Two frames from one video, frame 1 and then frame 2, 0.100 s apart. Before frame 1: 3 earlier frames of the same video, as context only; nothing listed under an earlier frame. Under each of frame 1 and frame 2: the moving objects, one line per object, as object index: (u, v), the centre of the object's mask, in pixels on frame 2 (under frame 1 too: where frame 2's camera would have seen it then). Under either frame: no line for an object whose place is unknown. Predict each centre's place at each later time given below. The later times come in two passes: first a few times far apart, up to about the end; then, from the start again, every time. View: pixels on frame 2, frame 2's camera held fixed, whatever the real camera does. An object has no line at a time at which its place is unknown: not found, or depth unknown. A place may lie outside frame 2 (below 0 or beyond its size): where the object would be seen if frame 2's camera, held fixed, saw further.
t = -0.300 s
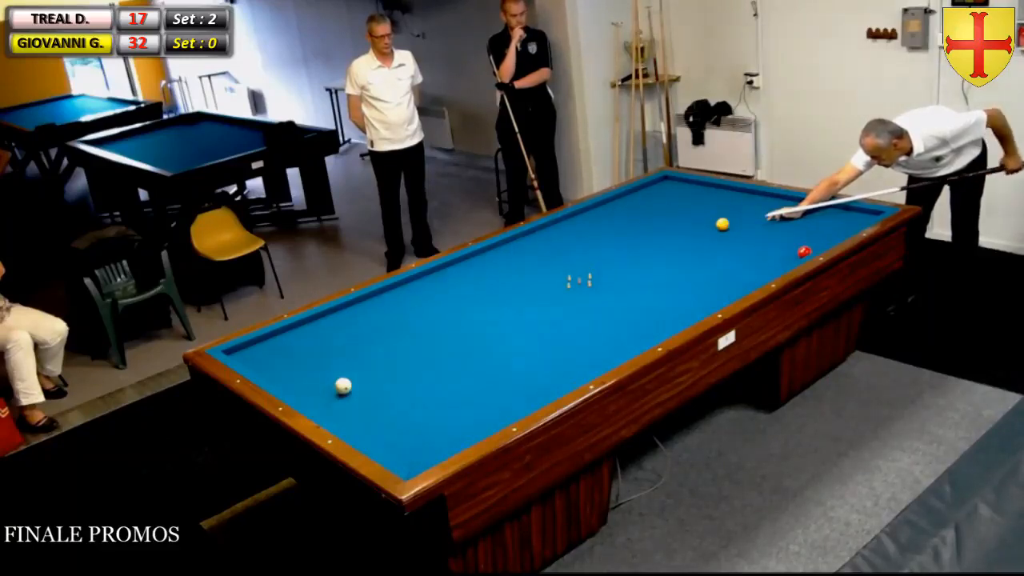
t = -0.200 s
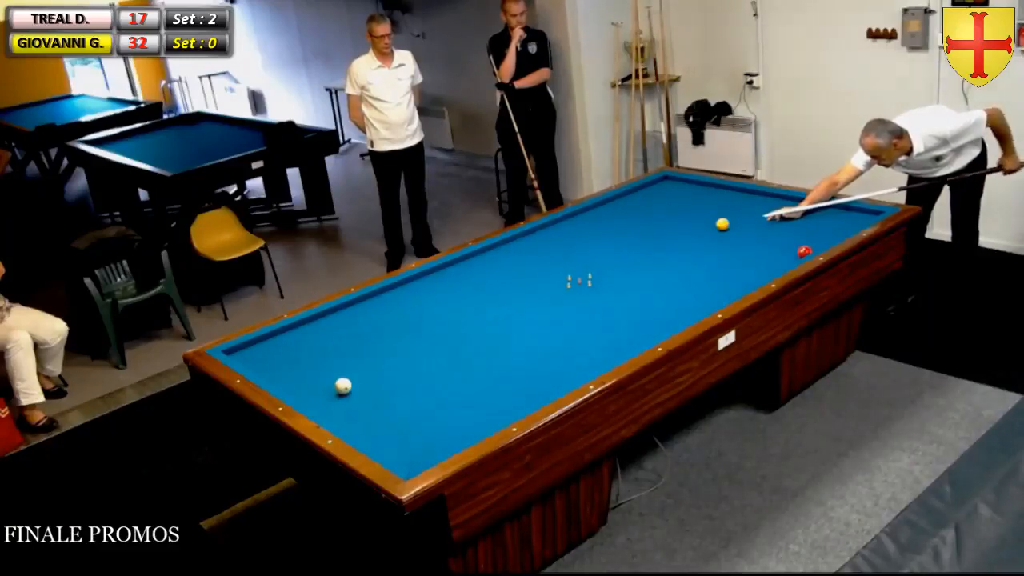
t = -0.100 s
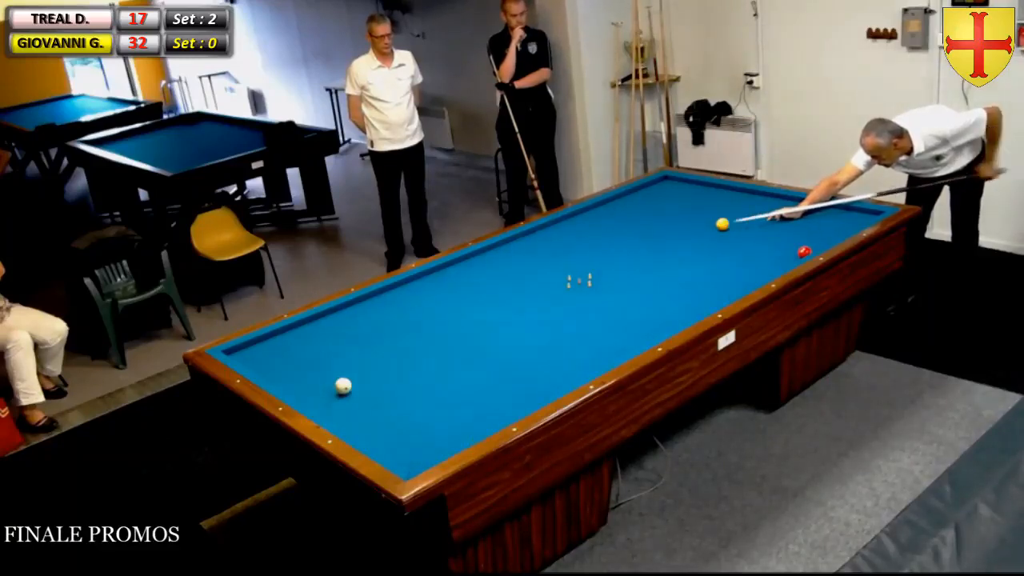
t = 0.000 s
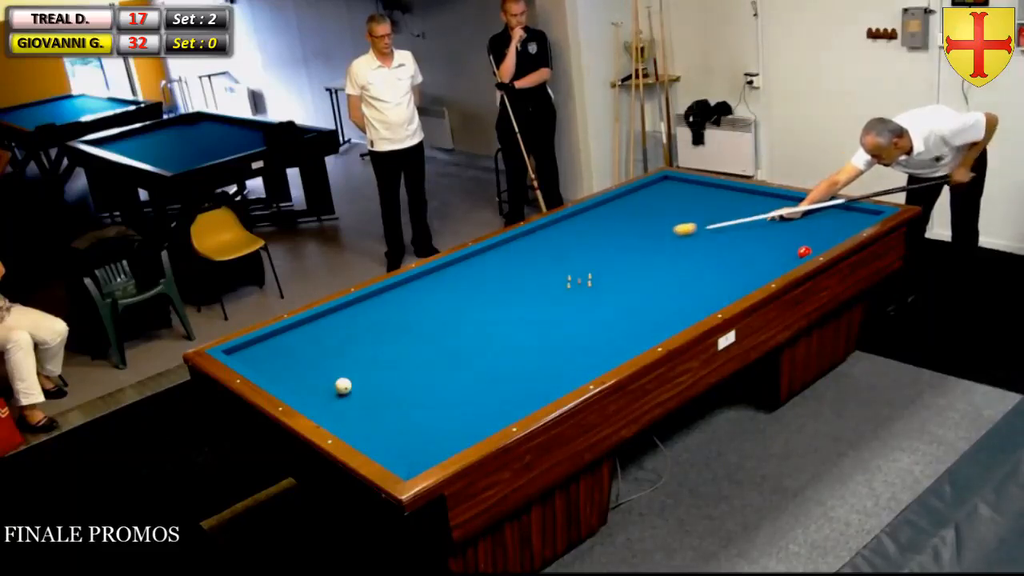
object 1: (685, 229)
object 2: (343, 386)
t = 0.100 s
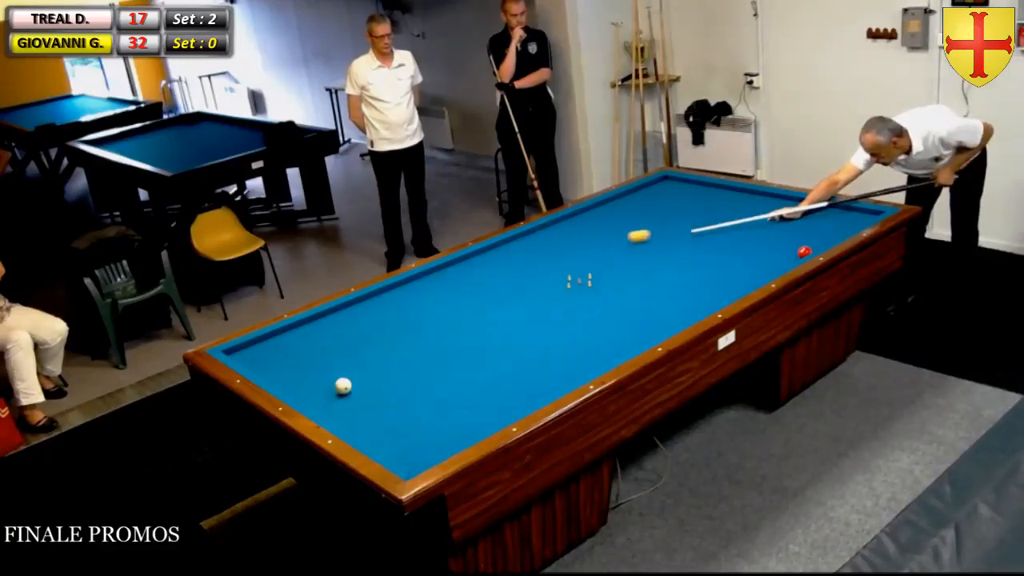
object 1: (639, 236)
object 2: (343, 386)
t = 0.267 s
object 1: (568, 246)
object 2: (343, 386)
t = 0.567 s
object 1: (445, 265)
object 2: (343, 386)
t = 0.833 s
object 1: (400, 303)
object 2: (343, 386)
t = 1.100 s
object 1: (345, 344)
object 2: (343, 386)
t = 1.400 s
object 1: (311, 384)
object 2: (343, 386)
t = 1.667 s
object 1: (369, 365)
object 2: (370, 396)
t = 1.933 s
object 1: (410, 349)
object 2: (398, 407)
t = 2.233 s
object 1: (454, 332)
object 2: (432, 419)
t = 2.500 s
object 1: (490, 317)
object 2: (463, 431)
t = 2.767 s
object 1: (524, 303)
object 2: (460, 425)
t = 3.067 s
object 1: (559, 289)
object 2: (447, 415)
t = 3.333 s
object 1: (589, 276)
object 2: (437, 406)
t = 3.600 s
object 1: (616, 265)
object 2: (427, 398)
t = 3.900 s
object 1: (646, 254)
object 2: (417, 390)
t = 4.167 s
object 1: (670, 244)
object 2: (409, 383)
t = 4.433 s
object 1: (693, 234)
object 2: (401, 377)
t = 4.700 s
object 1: (714, 226)
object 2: (394, 371)
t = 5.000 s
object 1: (737, 216)
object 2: (387, 364)
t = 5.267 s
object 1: (756, 209)
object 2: (382, 359)
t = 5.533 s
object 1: (774, 202)
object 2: (377, 354)
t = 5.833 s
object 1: (779, 199)
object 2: (372, 349)
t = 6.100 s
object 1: (766, 202)
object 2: (367, 345)
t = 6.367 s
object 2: (364, 341)
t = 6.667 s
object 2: (360, 337)
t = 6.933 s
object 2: (358, 334)
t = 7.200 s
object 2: (355, 331)
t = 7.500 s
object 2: (353, 328)
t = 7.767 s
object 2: (351, 325)
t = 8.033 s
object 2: (349, 323)
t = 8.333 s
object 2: (348, 321)
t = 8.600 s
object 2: (346, 319)
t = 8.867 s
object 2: (345, 318)
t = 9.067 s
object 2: (344, 317)
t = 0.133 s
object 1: (624, 238)
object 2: (343, 386)
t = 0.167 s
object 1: (610, 240)
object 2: (343, 386)
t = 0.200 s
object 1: (596, 242)
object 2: (343, 386)
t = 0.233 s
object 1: (582, 244)
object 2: (343, 386)
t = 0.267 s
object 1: (568, 246)
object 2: (343, 386)
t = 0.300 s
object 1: (554, 248)
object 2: (343, 386)
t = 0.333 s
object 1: (540, 251)
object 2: (343, 386)
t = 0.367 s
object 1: (526, 253)
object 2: (343, 386)
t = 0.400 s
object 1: (512, 255)
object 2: (343, 386)
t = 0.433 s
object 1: (498, 257)
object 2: (343, 386)
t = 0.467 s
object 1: (484, 259)
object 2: (343, 386)
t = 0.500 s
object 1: (470, 261)
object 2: (343, 386)
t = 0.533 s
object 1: (456, 263)
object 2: (343, 386)
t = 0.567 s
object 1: (445, 265)
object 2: (343, 386)
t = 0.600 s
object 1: (439, 270)
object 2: (343, 386)
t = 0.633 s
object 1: (435, 275)
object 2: (343, 386)
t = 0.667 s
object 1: (430, 279)
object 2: (343, 386)
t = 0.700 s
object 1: (425, 284)
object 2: (343, 386)
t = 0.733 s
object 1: (419, 289)
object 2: (343, 386)
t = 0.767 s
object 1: (413, 293)
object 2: (343, 386)
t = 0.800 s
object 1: (407, 298)
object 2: (343, 386)
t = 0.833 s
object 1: (400, 303)
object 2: (343, 386)
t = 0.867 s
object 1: (394, 308)
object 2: (343, 386)
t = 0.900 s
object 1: (387, 313)
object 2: (343, 386)
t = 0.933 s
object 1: (381, 318)
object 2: (343, 386)
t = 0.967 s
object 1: (374, 323)
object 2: (343, 386)
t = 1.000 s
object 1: (367, 328)
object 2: (343, 386)
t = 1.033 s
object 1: (360, 333)
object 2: (343, 386)
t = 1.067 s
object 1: (352, 339)
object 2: (343, 386)
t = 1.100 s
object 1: (345, 344)
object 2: (343, 386)
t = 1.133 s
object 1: (338, 350)
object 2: (343, 386)
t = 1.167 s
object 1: (330, 356)
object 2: (343, 386)
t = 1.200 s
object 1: (322, 362)
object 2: (343, 386)
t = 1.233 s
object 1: (314, 368)
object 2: (343, 386)
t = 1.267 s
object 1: (306, 374)
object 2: (343, 386)
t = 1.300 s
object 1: (297, 380)
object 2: (343, 386)
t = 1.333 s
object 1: (291, 386)
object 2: (343, 386)
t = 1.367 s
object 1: (298, 386)
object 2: (343, 386)
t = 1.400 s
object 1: (311, 384)
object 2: (343, 386)
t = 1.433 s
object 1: (323, 382)
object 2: (343, 386)
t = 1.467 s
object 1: (332, 380)
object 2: (345, 386)
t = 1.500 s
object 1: (340, 377)
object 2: (349, 388)
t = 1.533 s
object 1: (347, 375)
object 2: (354, 390)
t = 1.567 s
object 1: (353, 373)
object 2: (358, 391)
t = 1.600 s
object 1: (358, 370)
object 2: (362, 393)
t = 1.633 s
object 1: (364, 368)
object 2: (366, 394)
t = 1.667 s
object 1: (369, 365)
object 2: (370, 396)
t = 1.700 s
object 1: (374, 363)
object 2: (373, 397)
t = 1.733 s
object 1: (380, 361)
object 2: (377, 398)
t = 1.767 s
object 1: (385, 359)
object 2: (380, 400)
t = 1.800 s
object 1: (390, 357)
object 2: (384, 401)
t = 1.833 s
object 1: (395, 355)
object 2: (388, 402)
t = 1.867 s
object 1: (400, 353)
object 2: (391, 404)
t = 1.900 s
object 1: (405, 351)
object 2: (395, 405)
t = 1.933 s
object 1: (410, 349)
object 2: (398, 407)
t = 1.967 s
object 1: (415, 347)
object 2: (402, 408)
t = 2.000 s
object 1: (420, 345)
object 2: (406, 409)
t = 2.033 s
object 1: (425, 343)
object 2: (410, 411)
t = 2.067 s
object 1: (430, 341)
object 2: (413, 412)
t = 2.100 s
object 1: (435, 339)
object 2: (417, 414)
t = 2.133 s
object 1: (440, 337)
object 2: (421, 415)
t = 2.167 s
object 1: (444, 335)
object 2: (425, 417)
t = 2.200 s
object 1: (449, 333)
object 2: (429, 418)
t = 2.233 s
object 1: (454, 332)
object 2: (432, 419)
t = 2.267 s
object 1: (458, 329)
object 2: (436, 421)
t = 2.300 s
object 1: (463, 328)
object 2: (440, 422)
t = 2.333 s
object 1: (468, 326)
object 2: (444, 424)
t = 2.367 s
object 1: (472, 324)
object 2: (448, 425)
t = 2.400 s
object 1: (477, 322)
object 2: (452, 427)
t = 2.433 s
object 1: (481, 321)
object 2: (456, 428)
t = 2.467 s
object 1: (486, 319)
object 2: (460, 430)
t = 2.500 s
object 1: (490, 317)
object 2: (463, 431)
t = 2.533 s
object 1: (494, 315)
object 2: (467, 431)
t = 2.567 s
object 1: (499, 313)
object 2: (470, 431)
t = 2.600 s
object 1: (503, 311)
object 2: (469, 430)
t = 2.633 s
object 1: (507, 310)
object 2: (466, 430)
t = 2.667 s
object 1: (511, 308)
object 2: (465, 429)
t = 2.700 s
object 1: (516, 307)
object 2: (463, 428)
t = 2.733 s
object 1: (520, 304)
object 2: (462, 427)
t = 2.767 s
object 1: (524, 303)
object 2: (460, 425)
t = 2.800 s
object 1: (528, 301)
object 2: (459, 424)
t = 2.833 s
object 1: (532, 300)
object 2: (457, 423)
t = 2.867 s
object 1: (536, 298)
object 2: (456, 422)
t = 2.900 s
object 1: (540, 296)
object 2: (454, 421)
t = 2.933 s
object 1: (544, 295)
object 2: (453, 419)
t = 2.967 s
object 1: (548, 293)
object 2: (451, 418)
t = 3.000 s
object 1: (551, 292)
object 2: (450, 417)
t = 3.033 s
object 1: (555, 290)
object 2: (449, 416)
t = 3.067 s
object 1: (559, 289)
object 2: (447, 415)
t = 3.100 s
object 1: (563, 287)
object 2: (446, 414)
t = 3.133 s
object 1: (567, 286)
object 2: (444, 413)
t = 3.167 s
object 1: (570, 284)
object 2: (443, 411)
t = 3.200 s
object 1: (574, 282)
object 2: (442, 410)
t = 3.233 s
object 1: (578, 281)
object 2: (440, 410)
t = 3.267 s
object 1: (582, 280)
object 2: (439, 408)
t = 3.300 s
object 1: (585, 278)
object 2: (438, 407)
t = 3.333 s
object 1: (589, 276)
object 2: (437, 406)
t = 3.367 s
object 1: (592, 275)
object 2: (435, 405)
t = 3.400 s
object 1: (596, 274)
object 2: (434, 404)
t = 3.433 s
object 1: (599, 272)
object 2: (433, 403)
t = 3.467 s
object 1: (603, 271)
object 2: (432, 402)
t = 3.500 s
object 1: (606, 270)
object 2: (431, 401)
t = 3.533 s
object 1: (610, 268)
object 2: (429, 400)
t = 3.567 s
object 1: (613, 267)
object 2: (428, 399)
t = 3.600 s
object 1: (616, 265)
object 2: (427, 398)
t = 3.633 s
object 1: (620, 264)
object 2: (426, 397)
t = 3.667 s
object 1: (623, 263)
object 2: (425, 396)
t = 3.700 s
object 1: (626, 261)
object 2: (423, 395)
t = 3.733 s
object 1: (630, 260)
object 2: (422, 394)
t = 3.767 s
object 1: (633, 259)
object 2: (421, 393)
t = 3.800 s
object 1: (636, 257)
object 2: (420, 393)
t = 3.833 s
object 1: (639, 256)
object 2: (419, 392)
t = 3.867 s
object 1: (643, 255)
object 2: (418, 391)
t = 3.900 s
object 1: (646, 254)
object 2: (417, 390)
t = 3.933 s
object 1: (649, 252)
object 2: (416, 389)
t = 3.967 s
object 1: (652, 251)
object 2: (414, 388)
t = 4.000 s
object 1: (655, 250)
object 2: (414, 387)
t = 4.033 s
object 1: (658, 249)
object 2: (413, 387)
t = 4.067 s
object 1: (661, 247)
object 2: (411, 385)
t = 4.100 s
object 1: (664, 246)
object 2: (411, 385)
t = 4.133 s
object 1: (667, 245)
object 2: (410, 384)
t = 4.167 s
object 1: (670, 244)
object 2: (409, 383)
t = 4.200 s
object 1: (673, 242)
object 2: (408, 382)
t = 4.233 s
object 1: (676, 241)
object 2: (407, 381)
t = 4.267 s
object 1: (679, 240)
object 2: (406, 381)
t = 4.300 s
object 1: (681, 239)
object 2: (405, 380)
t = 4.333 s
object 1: (685, 238)
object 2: (404, 379)
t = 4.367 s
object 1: (687, 236)
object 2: (403, 378)
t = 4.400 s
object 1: (690, 235)
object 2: (402, 377)
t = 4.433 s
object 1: (693, 234)
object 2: (401, 377)
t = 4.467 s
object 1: (696, 233)
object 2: (400, 376)
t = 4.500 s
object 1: (698, 232)
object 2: (399, 375)
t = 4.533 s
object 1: (701, 231)
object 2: (398, 374)
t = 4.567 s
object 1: (704, 230)
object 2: (398, 374)
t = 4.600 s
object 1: (707, 229)
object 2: (397, 373)
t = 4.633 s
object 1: (709, 228)
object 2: (396, 372)
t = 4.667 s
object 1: (712, 227)
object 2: (395, 371)
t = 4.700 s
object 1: (714, 226)
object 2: (394, 371)
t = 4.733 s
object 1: (717, 225)
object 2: (393, 370)
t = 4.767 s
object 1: (720, 224)
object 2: (393, 369)
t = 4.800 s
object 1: (722, 223)
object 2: (392, 368)
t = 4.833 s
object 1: (725, 221)
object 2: (391, 368)
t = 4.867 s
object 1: (727, 220)
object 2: (390, 367)
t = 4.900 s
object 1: (730, 220)
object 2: (389, 367)
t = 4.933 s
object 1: (732, 218)
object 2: (389, 366)
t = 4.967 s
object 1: (735, 217)
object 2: (388, 365)
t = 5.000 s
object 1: (737, 216)
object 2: (387, 364)
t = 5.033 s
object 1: (739, 216)
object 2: (387, 364)
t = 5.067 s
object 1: (742, 214)
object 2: (386, 363)
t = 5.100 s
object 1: (745, 213)
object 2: (385, 362)
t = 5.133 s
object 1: (747, 212)
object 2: (384, 362)
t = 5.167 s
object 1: (749, 212)
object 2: (384, 361)
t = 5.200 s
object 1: (751, 211)
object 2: (383, 360)
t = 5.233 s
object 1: (754, 210)
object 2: (382, 360)
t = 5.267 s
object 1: (756, 209)
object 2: (382, 359)
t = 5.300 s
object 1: (759, 208)
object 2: (381, 359)
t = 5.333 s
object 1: (761, 207)
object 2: (380, 358)
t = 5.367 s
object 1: (763, 206)
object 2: (380, 357)
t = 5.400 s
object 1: (765, 205)
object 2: (379, 357)
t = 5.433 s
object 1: (768, 204)
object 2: (379, 356)
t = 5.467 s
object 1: (770, 204)
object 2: (378, 356)
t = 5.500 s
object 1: (772, 202)
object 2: (377, 355)
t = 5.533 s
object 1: (774, 202)
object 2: (377, 354)
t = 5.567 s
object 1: (776, 201)
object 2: (376, 354)
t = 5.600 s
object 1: (779, 200)
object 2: (375, 353)
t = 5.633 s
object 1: (781, 199)
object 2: (375, 353)
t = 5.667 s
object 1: (783, 198)
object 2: (374, 352)
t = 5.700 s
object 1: (785, 197)
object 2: (374, 352)
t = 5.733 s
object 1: (784, 197)
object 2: (373, 351)
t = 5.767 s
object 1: (782, 198)
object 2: (373, 351)
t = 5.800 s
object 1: (780, 199)
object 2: (372, 350)
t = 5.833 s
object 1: (779, 199)
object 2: (372, 349)
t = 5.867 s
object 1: (777, 199)
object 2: (371, 349)
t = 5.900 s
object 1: (775, 200)
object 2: (370, 348)
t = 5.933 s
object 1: (774, 200)
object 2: (370, 348)
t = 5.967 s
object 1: (773, 201)
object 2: (370, 347)
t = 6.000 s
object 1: (771, 201)
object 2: (369, 347)
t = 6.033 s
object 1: (769, 202)
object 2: (368, 346)
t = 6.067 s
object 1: (768, 202)
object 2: (368, 346)
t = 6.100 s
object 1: (766, 202)
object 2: (367, 345)
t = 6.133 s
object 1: (765, 203)
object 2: (367, 345)
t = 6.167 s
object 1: (763, 203)
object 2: (366, 344)
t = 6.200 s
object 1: (762, 204)
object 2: (366, 344)
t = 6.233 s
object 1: (761, 204)
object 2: (366, 343)
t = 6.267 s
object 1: (759, 205)
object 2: (365, 343)
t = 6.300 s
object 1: (757, 205)
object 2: (365, 342)
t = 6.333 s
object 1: (756, 205)
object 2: (364, 342)
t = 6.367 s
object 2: (364, 341)
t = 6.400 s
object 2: (364, 341)
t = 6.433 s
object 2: (363, 341)
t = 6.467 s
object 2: (363, 340)
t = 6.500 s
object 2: (362, 340)
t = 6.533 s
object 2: (362, 339)
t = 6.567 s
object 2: (362, 339)
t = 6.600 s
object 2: (361, 338)
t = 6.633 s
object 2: (361, 338)
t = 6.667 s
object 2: (360, 337)
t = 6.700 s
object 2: (360, 337)
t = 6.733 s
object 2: (360, 337)
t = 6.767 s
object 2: (359, 336)
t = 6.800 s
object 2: (359, 336)
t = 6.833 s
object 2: (359, 335)
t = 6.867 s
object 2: (359, 335)
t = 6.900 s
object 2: (358, 334)
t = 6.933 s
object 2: (358, 334)
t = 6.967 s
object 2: (357, 334)
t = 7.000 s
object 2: (357, 333)
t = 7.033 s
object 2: (357, 333)
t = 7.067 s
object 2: (356, 333)
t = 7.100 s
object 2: (356, 332)
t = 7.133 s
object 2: (356, 332)
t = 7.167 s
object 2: (355, 331)
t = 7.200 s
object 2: (355, 331)
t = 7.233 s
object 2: (355, 331)
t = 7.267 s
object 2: (354, 330)
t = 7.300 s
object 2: (354, 330)
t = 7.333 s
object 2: (354, 330)
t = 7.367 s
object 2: (354, 329)
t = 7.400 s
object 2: (353, 329)
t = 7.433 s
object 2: (353, 329)
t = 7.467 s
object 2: (353, 328)
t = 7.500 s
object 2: (353, 328)
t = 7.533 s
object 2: (352, 328)
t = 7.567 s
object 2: (352, 327)
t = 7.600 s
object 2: (352, 327)
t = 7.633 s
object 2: (352, 327)
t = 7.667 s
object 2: (352, 326)
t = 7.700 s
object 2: (351, 326)
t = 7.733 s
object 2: (351, 326)
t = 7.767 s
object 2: (351, 325)
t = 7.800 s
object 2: (351, 325)
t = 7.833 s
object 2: (350, 325)
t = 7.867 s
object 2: (350, 325)
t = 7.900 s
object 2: (350, 324)
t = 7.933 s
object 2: (350, 324)
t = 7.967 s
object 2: (350, 324)
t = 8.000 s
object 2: (350, 323)
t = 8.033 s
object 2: (349, 323)
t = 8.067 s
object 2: (349, 323)
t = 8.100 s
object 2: (349, 322)
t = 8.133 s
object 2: (349, 322)
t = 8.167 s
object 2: (349, 322)
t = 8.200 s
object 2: (348, 322)
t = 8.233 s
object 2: (348, 321)
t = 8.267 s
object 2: (348, 321)
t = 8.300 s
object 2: (348, 321)
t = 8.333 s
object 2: (348, 321)
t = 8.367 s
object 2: (348, 320)
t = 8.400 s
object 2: (347, 320)
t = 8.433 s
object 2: (347, 320)
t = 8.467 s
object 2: (347, 320)
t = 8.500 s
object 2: (347, 320)
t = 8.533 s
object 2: (347, 320)
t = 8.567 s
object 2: (346, 319)
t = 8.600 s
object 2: (346, 319)
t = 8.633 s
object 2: (346, 319)
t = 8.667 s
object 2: (346, 319)
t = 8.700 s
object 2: (346, 319)
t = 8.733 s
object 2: (346, 318)
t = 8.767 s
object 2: (345, 318)
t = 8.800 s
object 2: (345, 318)
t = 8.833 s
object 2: (345, 318)
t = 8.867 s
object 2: (345, 318)
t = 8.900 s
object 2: (345, 318)
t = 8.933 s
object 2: (345, 317)
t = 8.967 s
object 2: (344, 317)
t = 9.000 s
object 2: (344, 317)
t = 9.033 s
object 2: (344, 317)
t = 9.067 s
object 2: (344, 317)
